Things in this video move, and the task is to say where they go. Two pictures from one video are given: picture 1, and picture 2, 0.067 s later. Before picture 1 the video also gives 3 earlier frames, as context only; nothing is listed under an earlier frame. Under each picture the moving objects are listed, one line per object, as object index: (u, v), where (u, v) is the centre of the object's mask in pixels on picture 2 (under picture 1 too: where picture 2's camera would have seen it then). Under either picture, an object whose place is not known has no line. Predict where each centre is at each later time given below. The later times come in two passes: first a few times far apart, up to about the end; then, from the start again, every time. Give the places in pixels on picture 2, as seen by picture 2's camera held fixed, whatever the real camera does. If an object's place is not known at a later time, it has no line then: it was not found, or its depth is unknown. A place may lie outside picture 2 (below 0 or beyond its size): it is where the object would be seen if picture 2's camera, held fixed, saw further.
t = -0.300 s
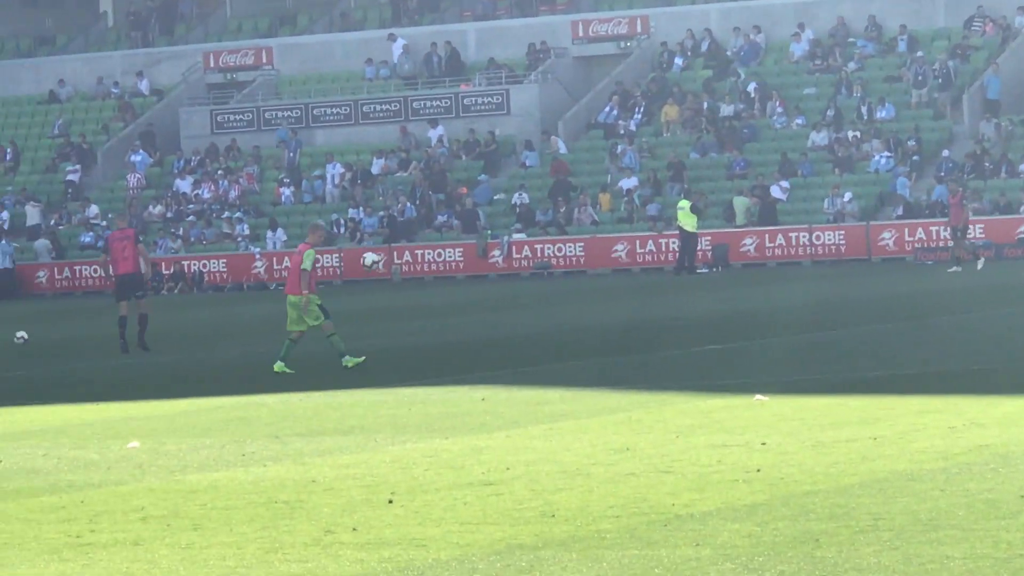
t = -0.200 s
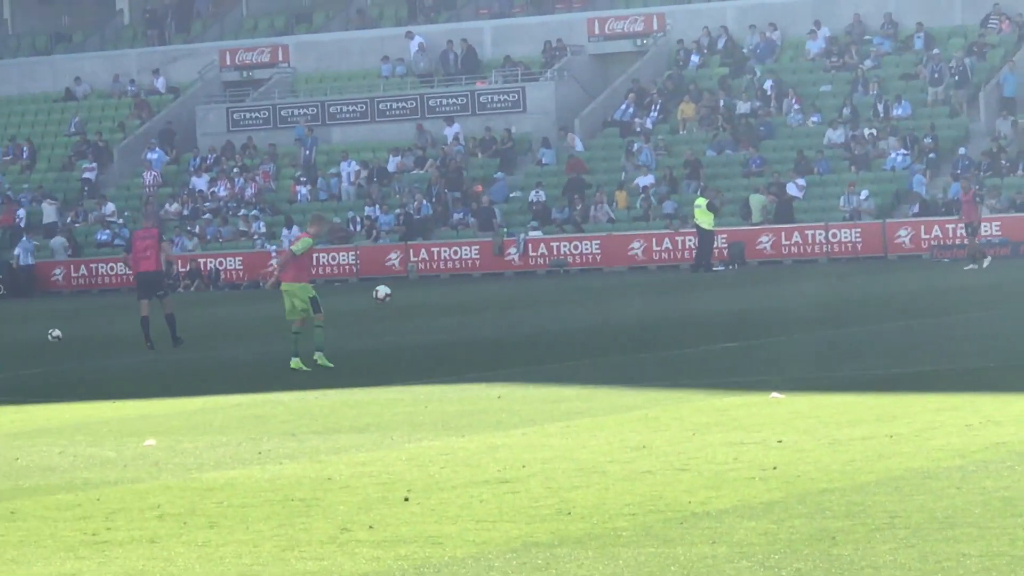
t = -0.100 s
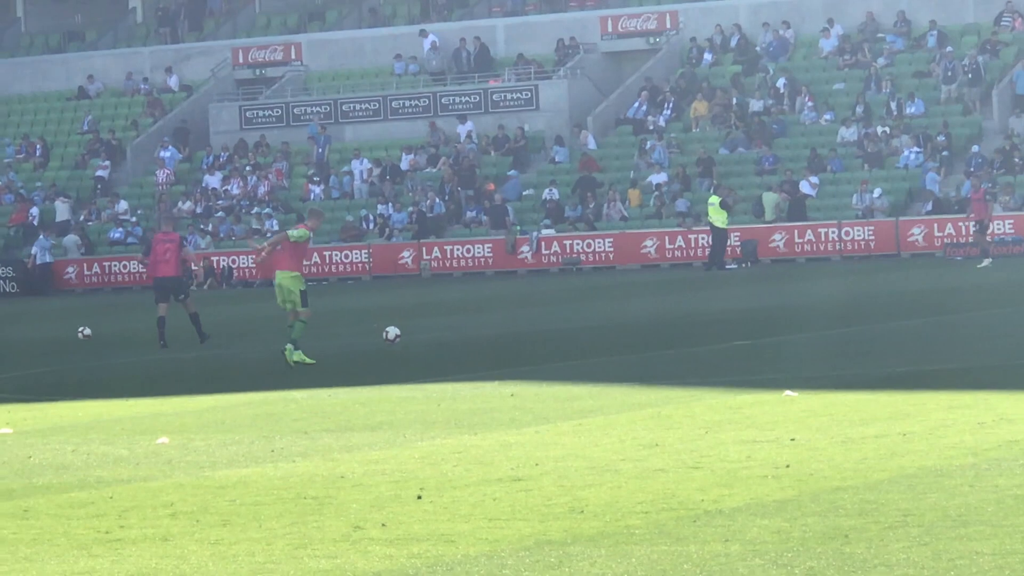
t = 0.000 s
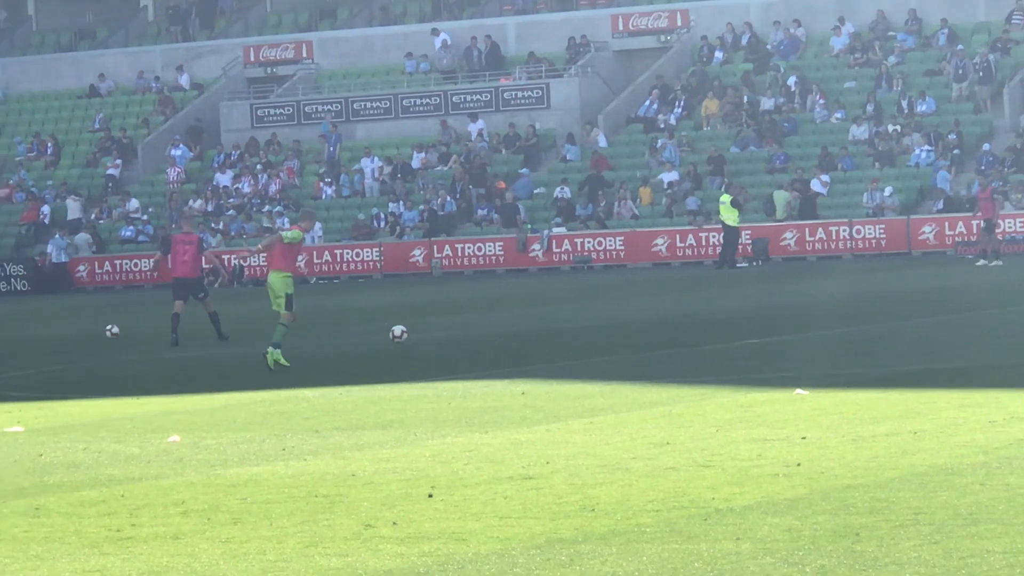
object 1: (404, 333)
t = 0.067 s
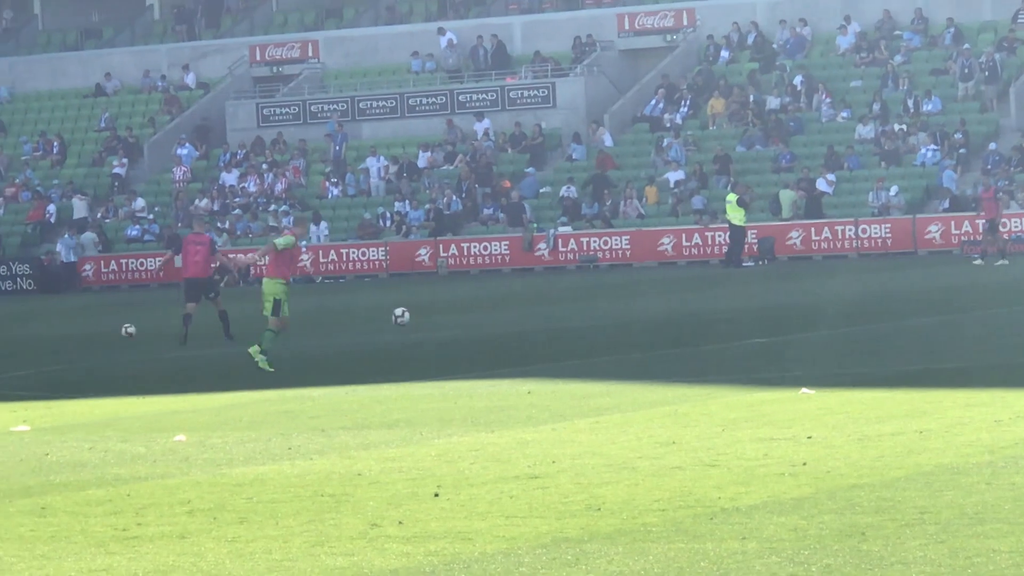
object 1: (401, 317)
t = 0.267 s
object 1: (392, 288)
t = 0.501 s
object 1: (382, 296)
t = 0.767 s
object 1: (374, 348)
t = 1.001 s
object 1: (362, 325)
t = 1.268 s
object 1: (353, 351)
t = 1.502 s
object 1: (345, 349)
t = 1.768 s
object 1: (337, 351)
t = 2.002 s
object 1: (335, 351)
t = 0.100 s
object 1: (399, 309)
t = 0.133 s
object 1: (398, 303)
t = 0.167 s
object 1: (396, 298)
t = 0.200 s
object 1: (394, 294)
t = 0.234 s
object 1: (393, 290)
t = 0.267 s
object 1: (392, 288)
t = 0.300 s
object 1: (390, 286)
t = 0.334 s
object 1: (389, 285)
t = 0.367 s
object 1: (387, 286)
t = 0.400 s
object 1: (386, 287)
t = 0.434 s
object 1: (385, 290)
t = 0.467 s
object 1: (384, 292)
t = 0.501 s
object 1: (382, 296)
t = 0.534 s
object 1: (382, 301)
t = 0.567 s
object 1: (380, 306)
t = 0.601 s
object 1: (380, 313)
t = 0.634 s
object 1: (378, 321)
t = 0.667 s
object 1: (377, 329)
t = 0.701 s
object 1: (376, 338)
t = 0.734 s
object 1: (375, 349)
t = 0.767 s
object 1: (374, 348)
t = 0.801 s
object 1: (372, 342)
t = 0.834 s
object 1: (370, 337)
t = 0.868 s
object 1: (369, 333)
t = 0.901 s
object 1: (367, 330)
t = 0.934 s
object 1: (365, 327)
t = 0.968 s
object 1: (364, 326)
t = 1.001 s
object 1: (362, 325)
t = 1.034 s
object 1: (361, 326)
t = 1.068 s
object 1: (360, 327)
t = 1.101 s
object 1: (359, 329)
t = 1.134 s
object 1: (357, 333)
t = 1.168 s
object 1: (356, 337)
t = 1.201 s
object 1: (355, 342)
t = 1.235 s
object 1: (354, 347)
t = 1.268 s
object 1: (353, 351)
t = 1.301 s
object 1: (352, 349)
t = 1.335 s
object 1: (350, 346)
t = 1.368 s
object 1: (350, 345)
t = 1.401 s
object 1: (349, 345)
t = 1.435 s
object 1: (347, 346)
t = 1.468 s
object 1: (346, 347)
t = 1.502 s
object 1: (345, 349)
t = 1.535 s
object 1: (344, 351)
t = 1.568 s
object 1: (342, 350)
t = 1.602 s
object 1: (341, 350)
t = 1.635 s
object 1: (340, 350)
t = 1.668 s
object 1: (339, 350)
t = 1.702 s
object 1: (339, 351)
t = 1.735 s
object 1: (338, 351)
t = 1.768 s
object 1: (337, 351)
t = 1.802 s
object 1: (337, 351)
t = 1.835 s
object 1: (336, 351)
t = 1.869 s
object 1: (336, 351)
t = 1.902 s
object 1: (336, 352)
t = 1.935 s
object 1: (335, 351)
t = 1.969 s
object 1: (335, 351)
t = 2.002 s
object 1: (335, 351)
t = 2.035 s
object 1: (335, 351)
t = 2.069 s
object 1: (335, 351)
